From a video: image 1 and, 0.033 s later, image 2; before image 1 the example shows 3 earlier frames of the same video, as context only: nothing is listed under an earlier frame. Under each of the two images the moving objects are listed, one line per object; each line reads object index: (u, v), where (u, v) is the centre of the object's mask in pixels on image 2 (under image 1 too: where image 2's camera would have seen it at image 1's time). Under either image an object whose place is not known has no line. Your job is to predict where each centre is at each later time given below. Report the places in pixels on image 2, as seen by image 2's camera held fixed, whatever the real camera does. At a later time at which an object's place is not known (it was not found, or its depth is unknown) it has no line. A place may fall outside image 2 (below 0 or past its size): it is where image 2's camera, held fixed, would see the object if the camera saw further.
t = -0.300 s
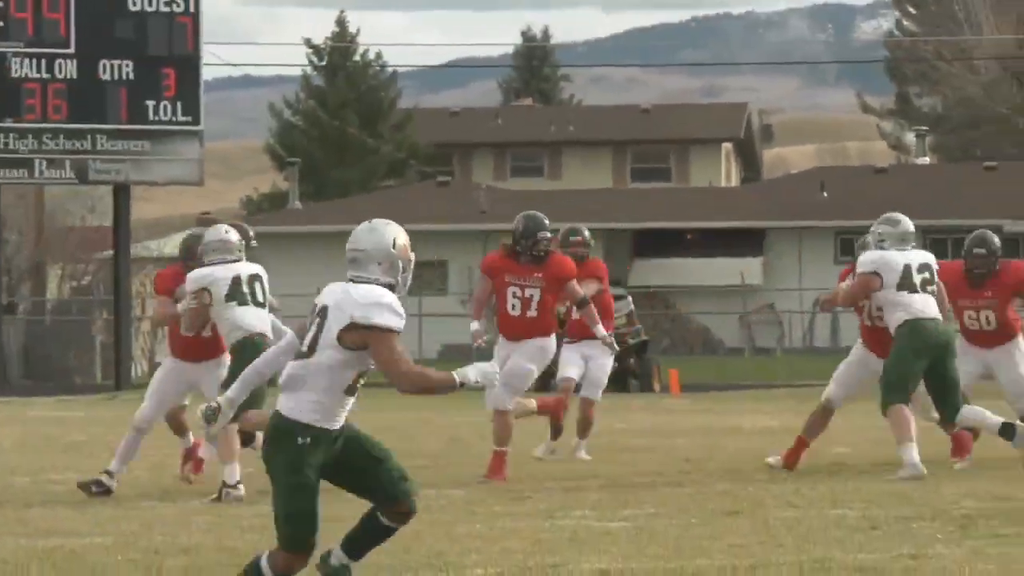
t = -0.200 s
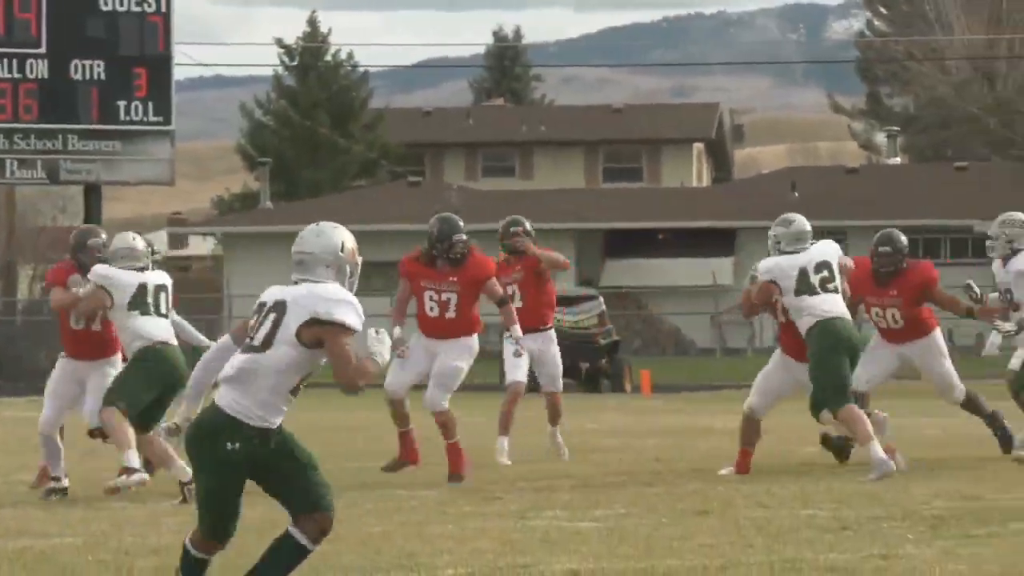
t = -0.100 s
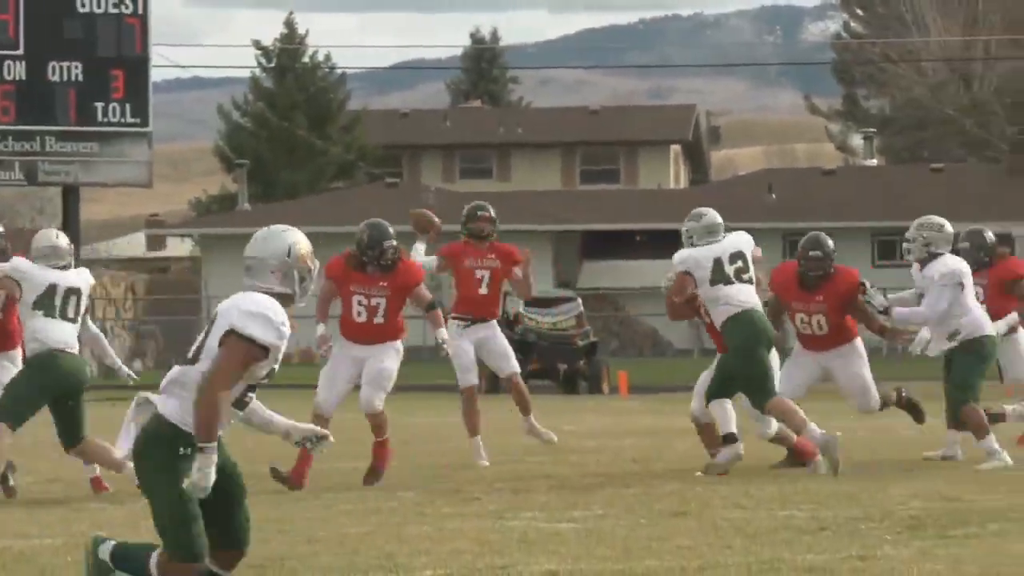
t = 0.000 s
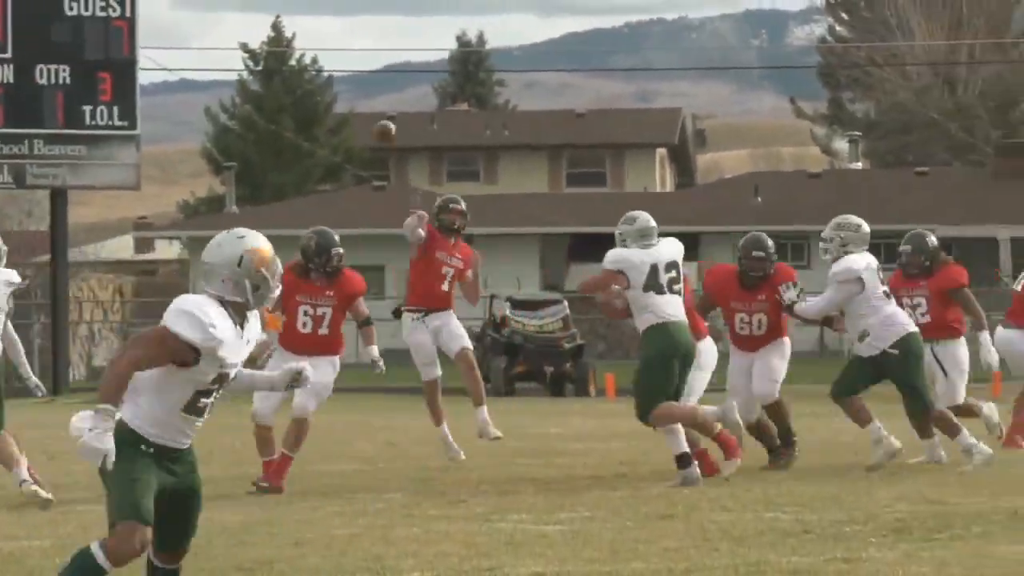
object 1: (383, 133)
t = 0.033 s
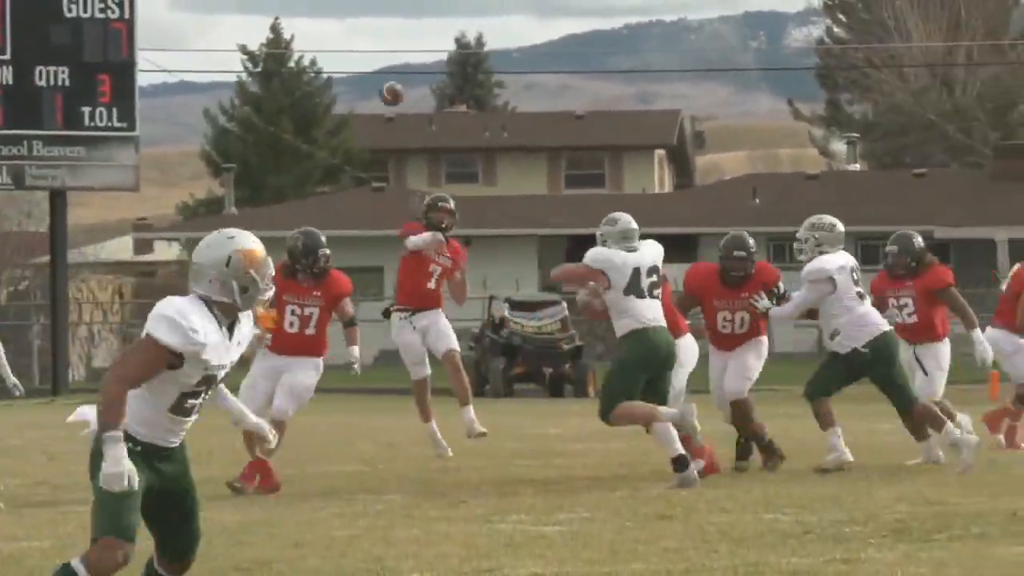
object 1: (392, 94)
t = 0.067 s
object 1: (399, 54)
